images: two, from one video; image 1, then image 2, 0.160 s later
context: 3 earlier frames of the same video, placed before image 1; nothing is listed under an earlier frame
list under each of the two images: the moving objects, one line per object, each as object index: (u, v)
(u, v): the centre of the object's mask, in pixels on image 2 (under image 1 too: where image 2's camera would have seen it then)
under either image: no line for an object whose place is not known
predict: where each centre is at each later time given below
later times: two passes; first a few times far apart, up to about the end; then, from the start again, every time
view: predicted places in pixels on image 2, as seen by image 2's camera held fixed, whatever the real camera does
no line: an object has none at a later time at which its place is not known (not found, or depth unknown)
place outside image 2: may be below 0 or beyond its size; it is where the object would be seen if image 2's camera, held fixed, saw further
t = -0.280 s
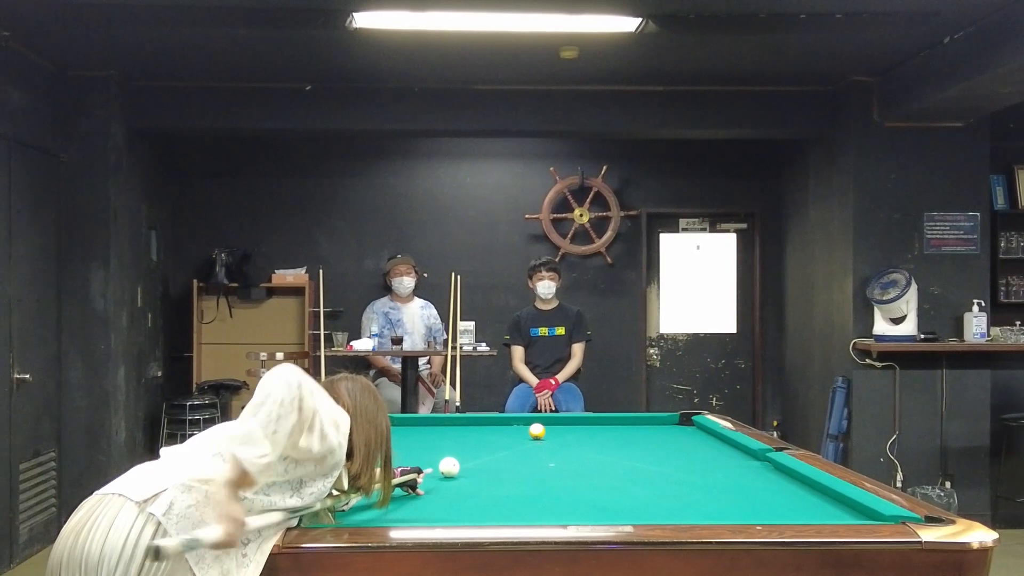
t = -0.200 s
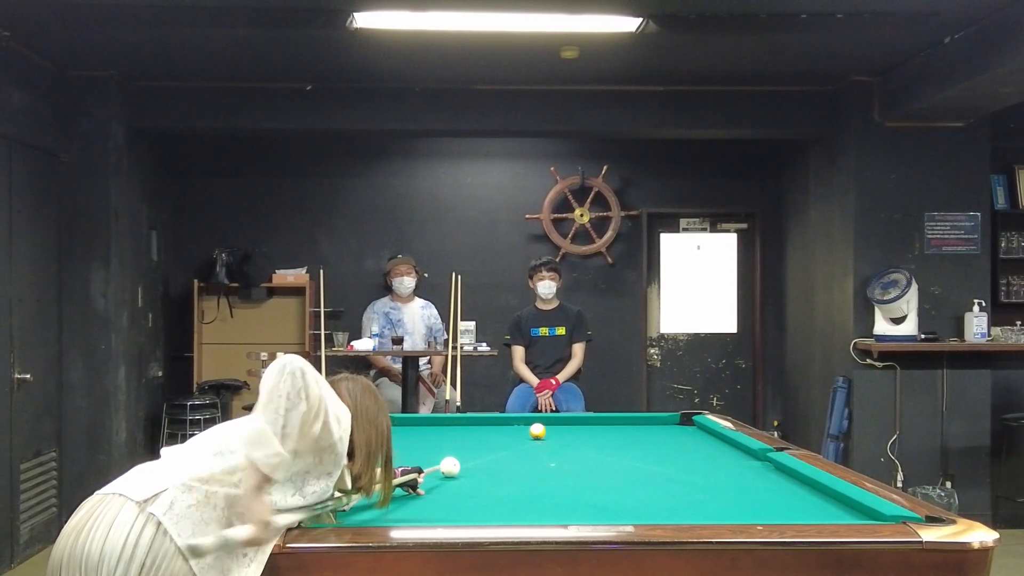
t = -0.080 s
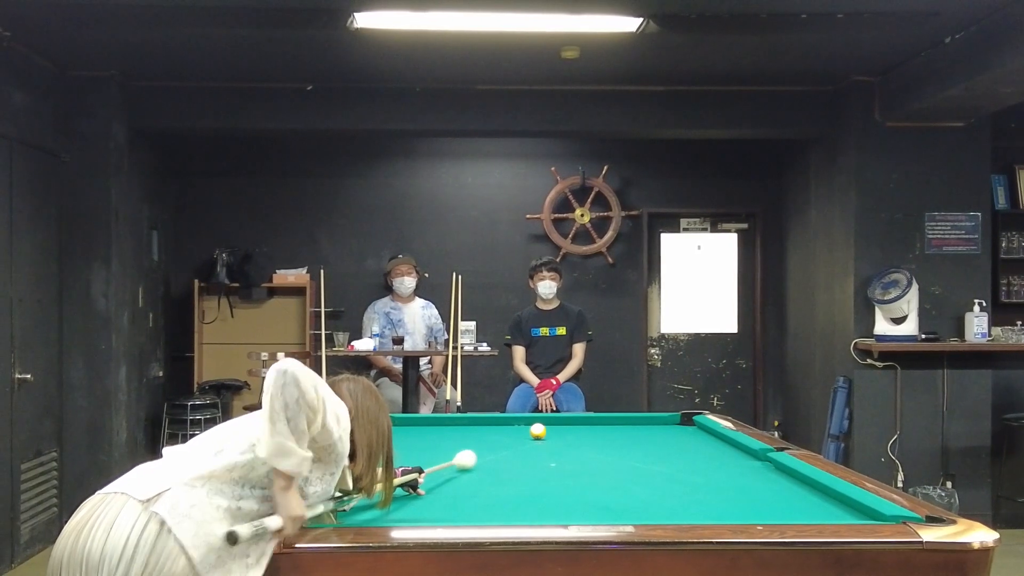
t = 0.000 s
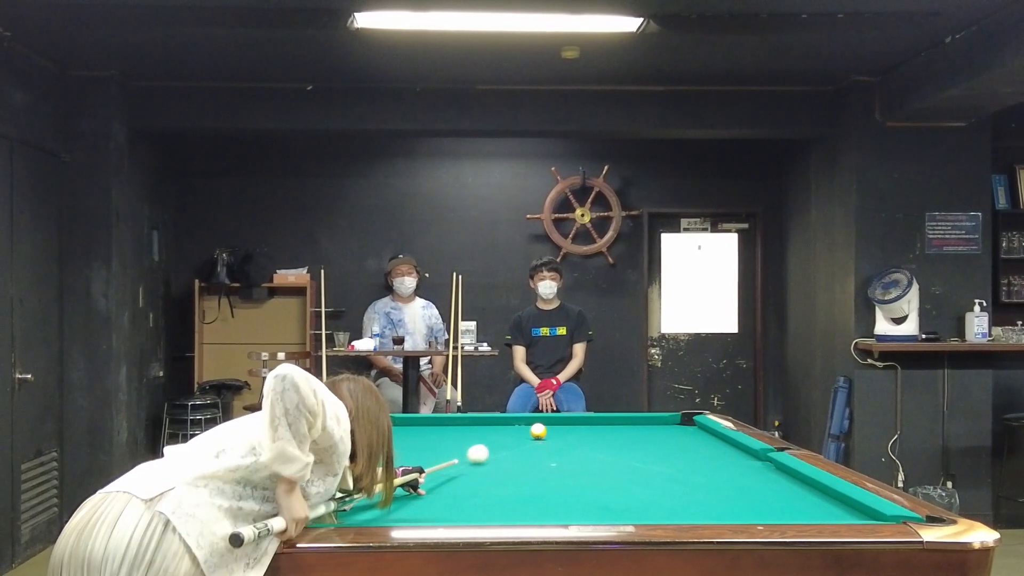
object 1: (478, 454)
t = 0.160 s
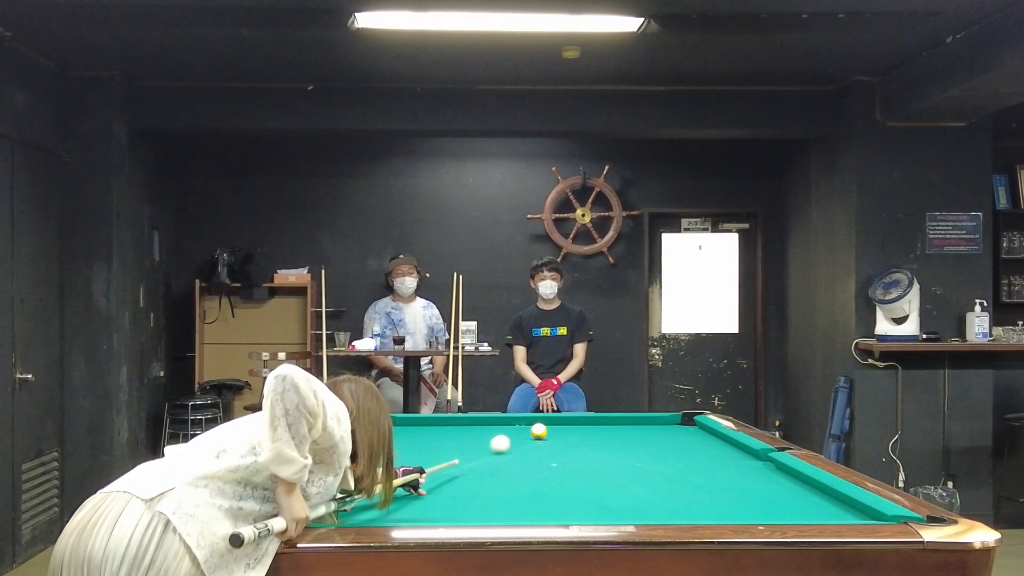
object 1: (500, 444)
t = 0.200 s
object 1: (505, 442)
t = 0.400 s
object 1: (524, 431)
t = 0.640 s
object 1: (495, 425)
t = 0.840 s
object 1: (476, 419)
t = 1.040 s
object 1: (462, 421)
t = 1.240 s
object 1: (449, 424)
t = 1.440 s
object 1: (435, 427)
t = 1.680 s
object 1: (418, 431)
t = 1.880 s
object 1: (404, 434)
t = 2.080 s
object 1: (390, 436)
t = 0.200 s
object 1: (505, 442)
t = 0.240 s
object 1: (509, 440)
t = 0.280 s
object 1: (514, 437)
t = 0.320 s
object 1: (519, 435)
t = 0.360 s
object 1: (523, 433)
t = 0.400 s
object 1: (524, 431)
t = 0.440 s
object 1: (517, 430)
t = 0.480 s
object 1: (512, 429)
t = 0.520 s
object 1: (507, 428)
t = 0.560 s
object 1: (503, 427)
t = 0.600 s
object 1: (499, 426)
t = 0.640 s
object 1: (495, 425)
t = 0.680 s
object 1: (491, 424)
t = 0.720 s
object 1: (487, 423)
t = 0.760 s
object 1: (483, 421)
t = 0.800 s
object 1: (479, 420)
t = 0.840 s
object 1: (476, 419)
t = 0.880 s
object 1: (473, 419)
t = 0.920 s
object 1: (470, 419)
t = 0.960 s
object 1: (467, 420)
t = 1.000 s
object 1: (465, 421)
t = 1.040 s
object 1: (462, 421)
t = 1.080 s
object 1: (460, 422)
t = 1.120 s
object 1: (457, 423)
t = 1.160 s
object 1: (454, 423)
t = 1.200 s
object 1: (452, 424)
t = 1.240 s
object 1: (449, 424)
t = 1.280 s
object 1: (446, 425)
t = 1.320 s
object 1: (443, 425)
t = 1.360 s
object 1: (440, 426)
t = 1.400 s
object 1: (438, 427)
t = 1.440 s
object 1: (435, 427)
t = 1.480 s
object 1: (432, 428)
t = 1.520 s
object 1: (430, 428)
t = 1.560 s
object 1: (427, 429)
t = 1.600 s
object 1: (424, 430)
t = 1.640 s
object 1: (421, 430)
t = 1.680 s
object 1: (418, 431)
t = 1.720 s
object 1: (415, 431)
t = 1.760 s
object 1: (413, 432)
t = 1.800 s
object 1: (410, 432)
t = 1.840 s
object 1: (407, 433)
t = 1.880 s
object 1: (404, 434)
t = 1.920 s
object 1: (402, 434)
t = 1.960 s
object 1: (399, 435)
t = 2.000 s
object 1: (396, 435)
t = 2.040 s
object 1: (393, 436)
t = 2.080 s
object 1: (390, 436)
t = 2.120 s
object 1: (387, 437)
